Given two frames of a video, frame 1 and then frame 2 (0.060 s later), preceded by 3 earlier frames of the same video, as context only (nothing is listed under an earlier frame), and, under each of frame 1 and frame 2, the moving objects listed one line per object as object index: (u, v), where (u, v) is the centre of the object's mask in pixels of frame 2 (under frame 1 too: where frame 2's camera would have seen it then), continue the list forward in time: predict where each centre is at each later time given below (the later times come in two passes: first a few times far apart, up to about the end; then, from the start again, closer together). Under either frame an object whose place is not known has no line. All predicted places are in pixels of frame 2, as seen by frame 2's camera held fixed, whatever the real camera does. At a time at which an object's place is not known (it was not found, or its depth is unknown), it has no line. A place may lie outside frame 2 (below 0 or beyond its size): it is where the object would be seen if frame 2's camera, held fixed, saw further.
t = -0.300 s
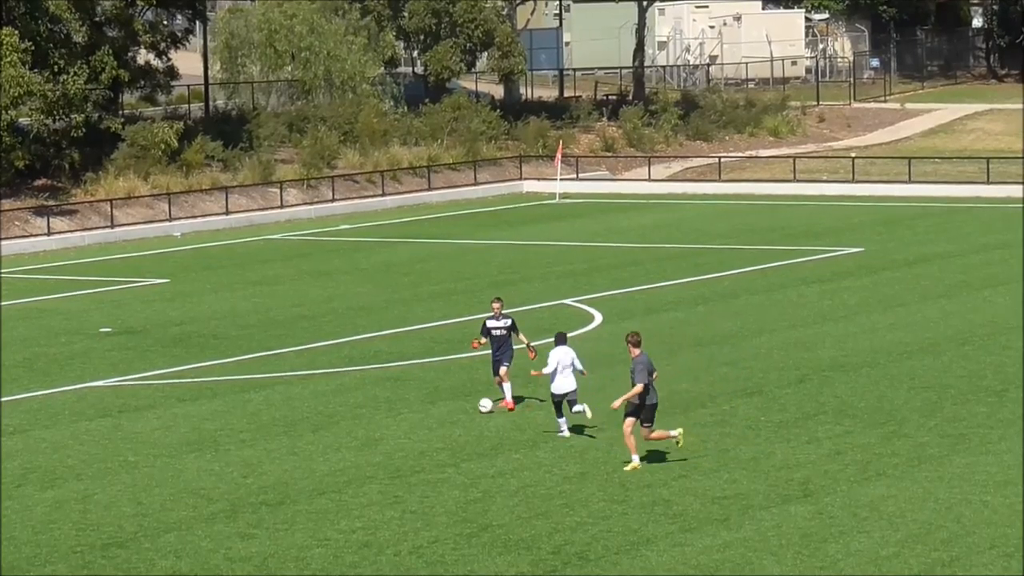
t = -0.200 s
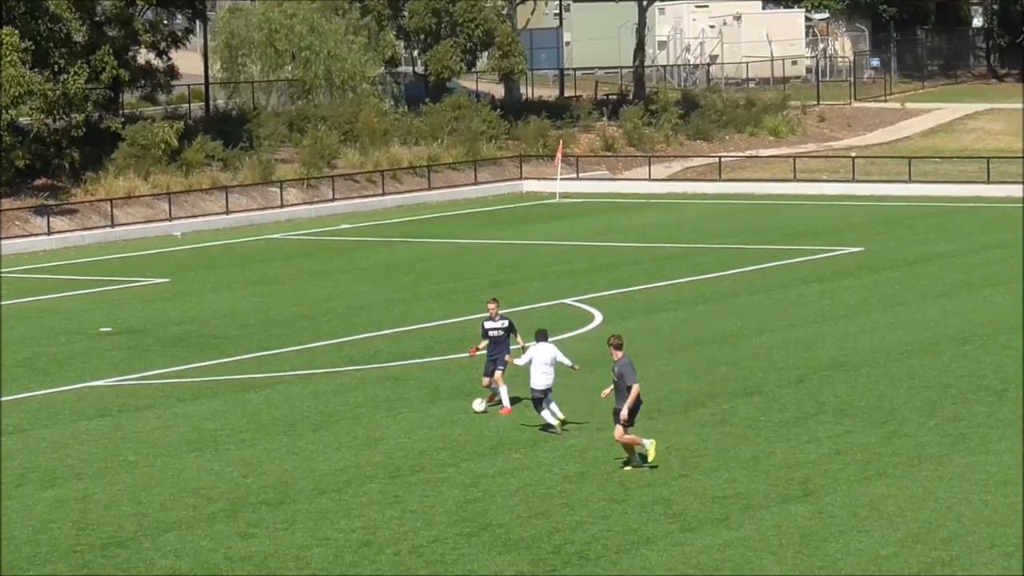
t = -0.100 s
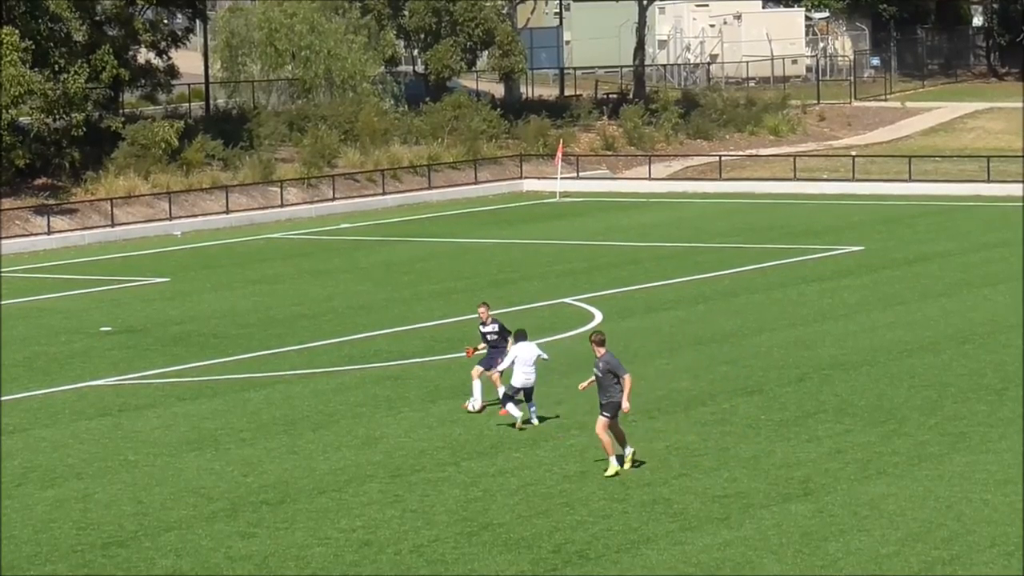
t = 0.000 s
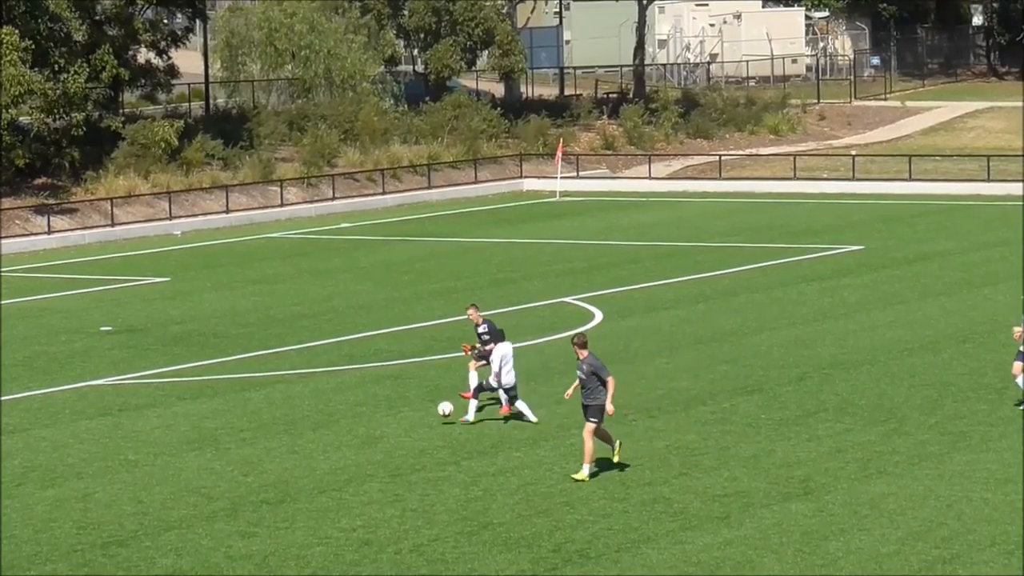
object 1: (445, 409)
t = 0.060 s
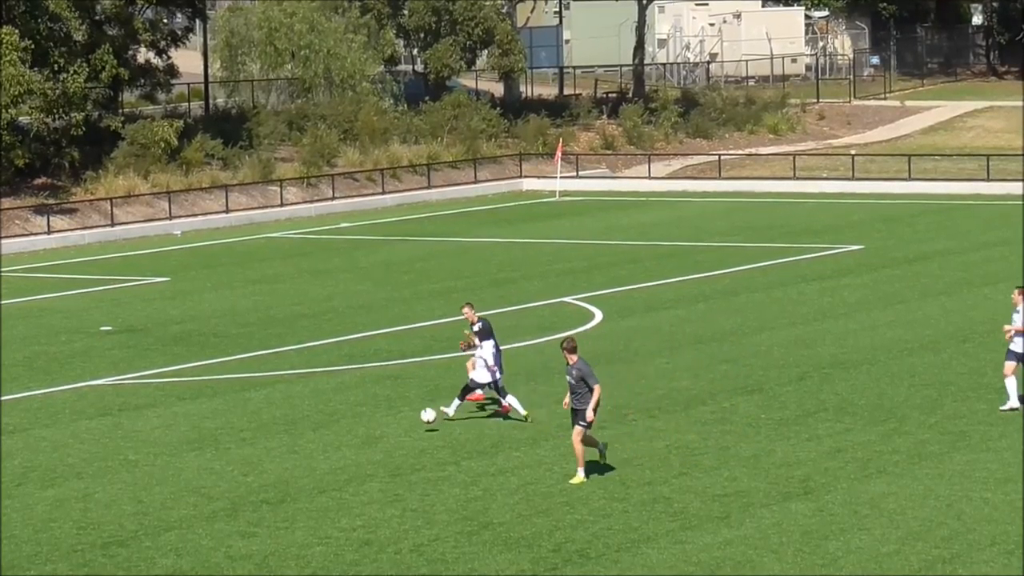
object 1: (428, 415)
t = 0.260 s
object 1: (375, 447)
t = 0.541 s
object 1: (314, 475)
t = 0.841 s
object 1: (256, 502)
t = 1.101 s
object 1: (203, 530)
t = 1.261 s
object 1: (170, 552)
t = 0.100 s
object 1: (417, 421)
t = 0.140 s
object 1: (406, 428)
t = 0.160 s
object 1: (400, 433)
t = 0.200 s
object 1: (390, 442)
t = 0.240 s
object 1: (380, 447)
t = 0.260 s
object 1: (375, 447)
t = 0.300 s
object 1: (366, 450)
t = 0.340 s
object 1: (357, 453)
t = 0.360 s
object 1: (353, 456)
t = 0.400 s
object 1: (344, 461)
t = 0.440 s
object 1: (334, 469)
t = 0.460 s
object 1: (330, 472)
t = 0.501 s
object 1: (322, 474)
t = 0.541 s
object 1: (314, 475)
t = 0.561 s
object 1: (310, 476)
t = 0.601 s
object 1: (302, 478)
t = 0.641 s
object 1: (294, 483)
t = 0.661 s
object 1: (290, 486)
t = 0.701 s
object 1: (282, 492)
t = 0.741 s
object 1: (275, 499)
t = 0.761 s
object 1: (271, 500)
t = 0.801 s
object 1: (263, 501)
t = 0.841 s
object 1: (256, 502)
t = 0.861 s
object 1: (252, 504)
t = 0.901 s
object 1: (243, 507)
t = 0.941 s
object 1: (236, 513)
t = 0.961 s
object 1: (232, 517)
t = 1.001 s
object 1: (224, 524)
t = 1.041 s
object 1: (216, 528)
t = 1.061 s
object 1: (211, 528)
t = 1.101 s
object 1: (203, 530)
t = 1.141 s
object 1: (195, 534)
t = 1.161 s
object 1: (191, 536)
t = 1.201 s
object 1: (183, 542)
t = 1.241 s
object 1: (174, 549)
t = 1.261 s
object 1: (170, 552)
